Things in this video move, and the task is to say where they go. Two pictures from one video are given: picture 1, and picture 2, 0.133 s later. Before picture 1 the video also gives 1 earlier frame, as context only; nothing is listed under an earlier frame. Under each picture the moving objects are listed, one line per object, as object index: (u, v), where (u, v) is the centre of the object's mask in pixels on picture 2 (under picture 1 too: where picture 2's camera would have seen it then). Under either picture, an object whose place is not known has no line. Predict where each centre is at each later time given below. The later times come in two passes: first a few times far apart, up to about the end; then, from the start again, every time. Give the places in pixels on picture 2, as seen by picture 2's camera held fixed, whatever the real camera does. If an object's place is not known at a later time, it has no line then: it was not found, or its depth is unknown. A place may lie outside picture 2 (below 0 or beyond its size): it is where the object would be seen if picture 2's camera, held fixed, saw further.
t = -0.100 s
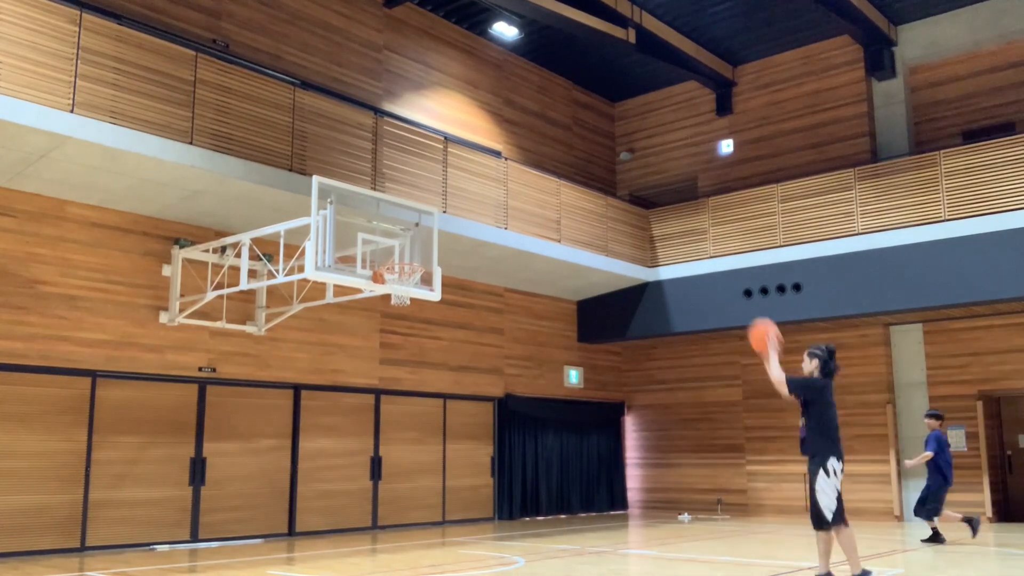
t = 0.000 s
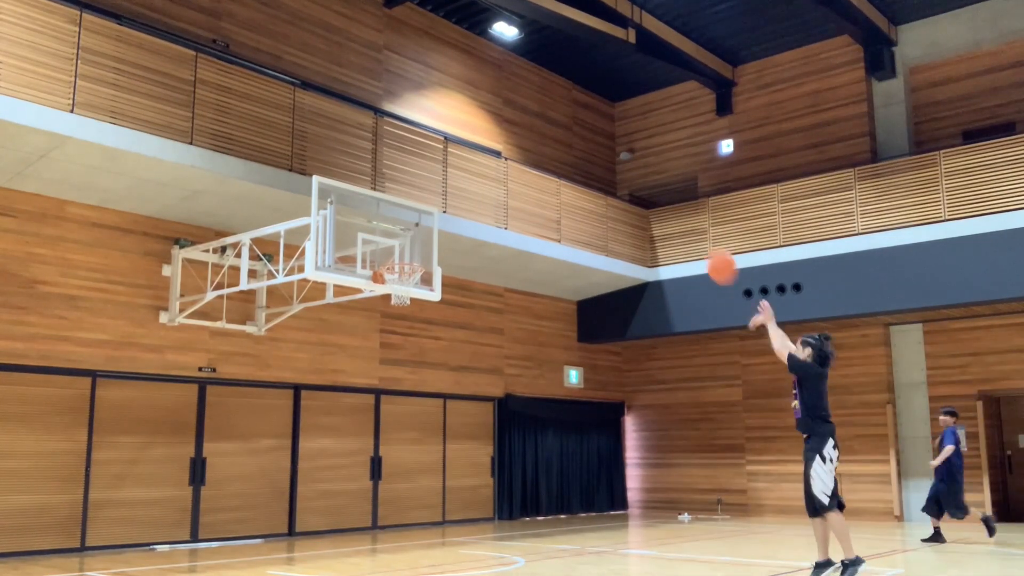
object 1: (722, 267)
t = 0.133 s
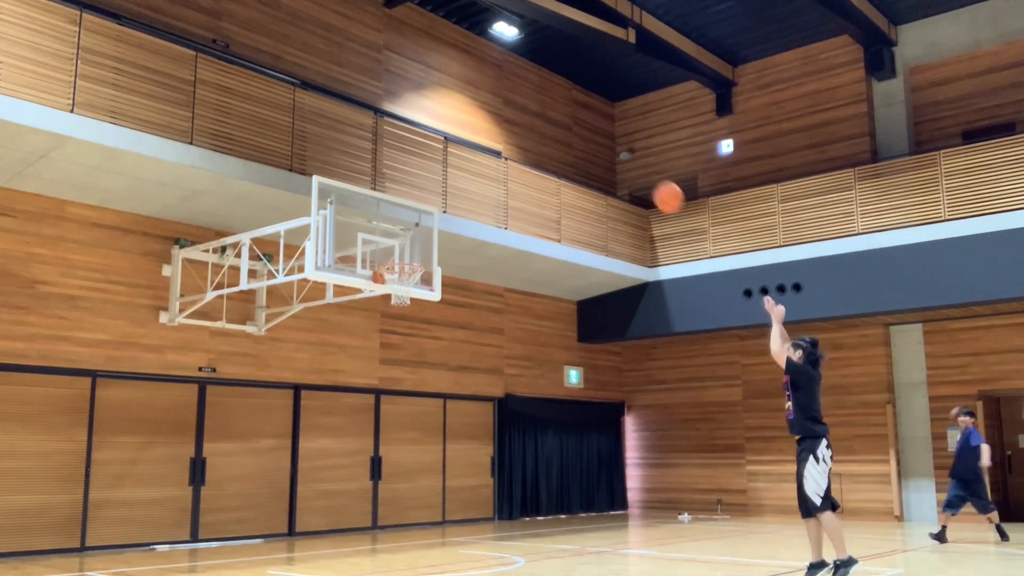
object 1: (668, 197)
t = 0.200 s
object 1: (644, 172)
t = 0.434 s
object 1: (570, 129)
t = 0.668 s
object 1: (507, 139)
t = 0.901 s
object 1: (449, 196)
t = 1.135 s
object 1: (411, 241)
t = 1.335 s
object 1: (402, 229)
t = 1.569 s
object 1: (391, 257)
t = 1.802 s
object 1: (408, 282)
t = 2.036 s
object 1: (400, 302)
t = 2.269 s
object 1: (389, 359)
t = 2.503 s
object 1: (375, 473)
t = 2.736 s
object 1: (363, 495)
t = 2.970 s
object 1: (354, 410)
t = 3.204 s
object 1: (343, 380)
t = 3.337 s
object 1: (337, 387)
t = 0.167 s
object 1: (656, 184)
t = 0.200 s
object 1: (644, 172)
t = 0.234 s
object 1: (633, 162)
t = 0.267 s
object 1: (622, 154)
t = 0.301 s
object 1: (611, 146)
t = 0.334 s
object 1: (600, 140)
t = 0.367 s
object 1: (590, 135)
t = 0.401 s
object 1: (580, 131)
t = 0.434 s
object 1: (570, 129)
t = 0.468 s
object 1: (560, 127)
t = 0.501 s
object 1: (551, 126)
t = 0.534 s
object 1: (542, 127)
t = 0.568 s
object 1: (533, 129)
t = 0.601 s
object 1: (524, 131)
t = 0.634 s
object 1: (515, 135)
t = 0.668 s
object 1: (507, 139)
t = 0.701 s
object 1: (499, 145)
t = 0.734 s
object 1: (490, 151)
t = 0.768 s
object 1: (481, 158)
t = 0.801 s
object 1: (473, 167)
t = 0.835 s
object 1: (464, 176)
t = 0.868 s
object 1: (457, 185)
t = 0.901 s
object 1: (449, 196)
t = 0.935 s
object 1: (441, 208)
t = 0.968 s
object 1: (434, 220)
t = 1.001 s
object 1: (426, 234)
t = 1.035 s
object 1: (418, 248)
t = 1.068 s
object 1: (413, 253)
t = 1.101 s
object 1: (412, 246)
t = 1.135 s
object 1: (411, 241)
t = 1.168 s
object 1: (409, 237)
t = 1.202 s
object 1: (408, 233)
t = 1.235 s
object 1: (406, 231)
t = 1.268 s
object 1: (405, 229)
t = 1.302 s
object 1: (403, 229)
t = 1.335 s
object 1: (402, 229)
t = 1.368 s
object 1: (401, 231)
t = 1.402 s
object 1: (399, 233)
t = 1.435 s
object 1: (398, 237)
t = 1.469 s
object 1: (396, 242)
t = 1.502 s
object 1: (395, 247)
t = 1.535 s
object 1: (393, 253)
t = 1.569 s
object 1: (391, 257)
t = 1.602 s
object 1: (394, 259)
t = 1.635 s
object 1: (398, 265)
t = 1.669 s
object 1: (401, 271)
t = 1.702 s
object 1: (404, 274)
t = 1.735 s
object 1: (407, 278)
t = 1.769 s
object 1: (408, 280)
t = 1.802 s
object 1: (408, 282)
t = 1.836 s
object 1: (407, 283)
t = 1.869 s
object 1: (406, 285)
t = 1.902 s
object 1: (405, 287)
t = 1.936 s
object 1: (404, 289)
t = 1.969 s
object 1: (403, 293)
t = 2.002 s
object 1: (401, 297)
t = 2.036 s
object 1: (400, 302)
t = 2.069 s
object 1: (399, 306)
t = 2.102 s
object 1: (397, 311)
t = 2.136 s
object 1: (395, 318)
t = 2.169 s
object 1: (393, 328)
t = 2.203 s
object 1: (392, 337)
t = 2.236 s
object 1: (390, 347)
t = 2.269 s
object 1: (389, 359)
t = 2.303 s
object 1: (387, 372)
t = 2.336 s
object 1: (385, 385)
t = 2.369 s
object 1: (383, 401)
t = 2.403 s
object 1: (381, 417)
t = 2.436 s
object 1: (379, 434)
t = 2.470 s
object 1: (378, 453)
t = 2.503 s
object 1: (375, 473)
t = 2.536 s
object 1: (373, 494)
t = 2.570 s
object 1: (371, 517)
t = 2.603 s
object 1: (369, 540)
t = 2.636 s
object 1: (367, 549)
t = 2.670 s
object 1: (366, 530)
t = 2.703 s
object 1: (365, 512)
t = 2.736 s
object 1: (363, 495)
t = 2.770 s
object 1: (362, 479)
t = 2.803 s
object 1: (361, 464)
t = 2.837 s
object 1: (360, 451)
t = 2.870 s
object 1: (358, 439)
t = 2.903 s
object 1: (357, 428)
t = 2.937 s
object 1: (356, 418)
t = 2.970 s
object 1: (354, 410)
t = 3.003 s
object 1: (352, 402)
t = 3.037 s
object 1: (351, 396)
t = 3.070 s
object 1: (350, 391)
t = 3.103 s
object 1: (348, 386)
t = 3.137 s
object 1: (347, 383)
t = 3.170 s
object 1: (345, 381)
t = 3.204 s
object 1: (343, 380)
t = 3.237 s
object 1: (342, 380)
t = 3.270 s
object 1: (340, 381)
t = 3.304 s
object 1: (338, 384)
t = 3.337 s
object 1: (337, 387)
